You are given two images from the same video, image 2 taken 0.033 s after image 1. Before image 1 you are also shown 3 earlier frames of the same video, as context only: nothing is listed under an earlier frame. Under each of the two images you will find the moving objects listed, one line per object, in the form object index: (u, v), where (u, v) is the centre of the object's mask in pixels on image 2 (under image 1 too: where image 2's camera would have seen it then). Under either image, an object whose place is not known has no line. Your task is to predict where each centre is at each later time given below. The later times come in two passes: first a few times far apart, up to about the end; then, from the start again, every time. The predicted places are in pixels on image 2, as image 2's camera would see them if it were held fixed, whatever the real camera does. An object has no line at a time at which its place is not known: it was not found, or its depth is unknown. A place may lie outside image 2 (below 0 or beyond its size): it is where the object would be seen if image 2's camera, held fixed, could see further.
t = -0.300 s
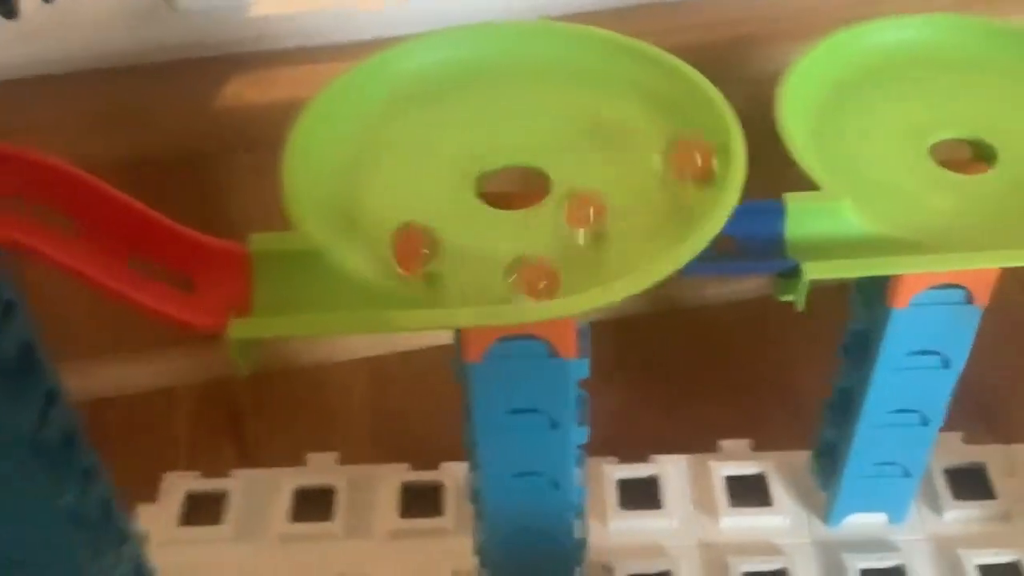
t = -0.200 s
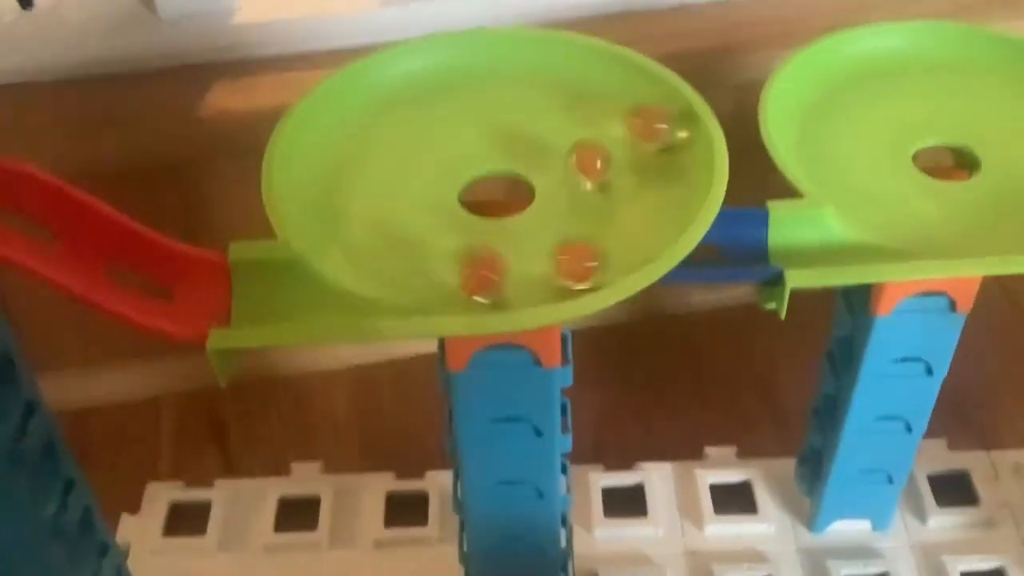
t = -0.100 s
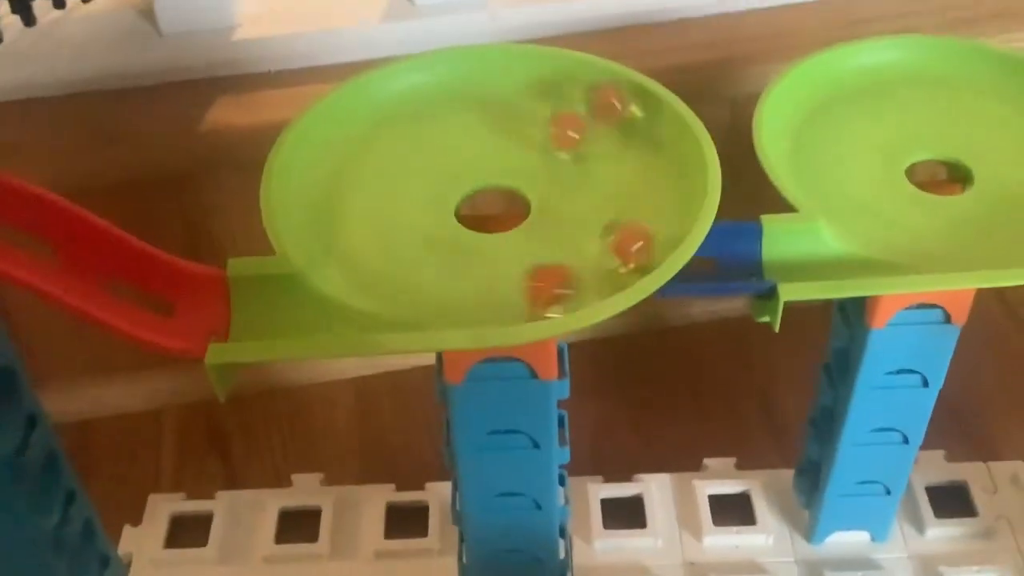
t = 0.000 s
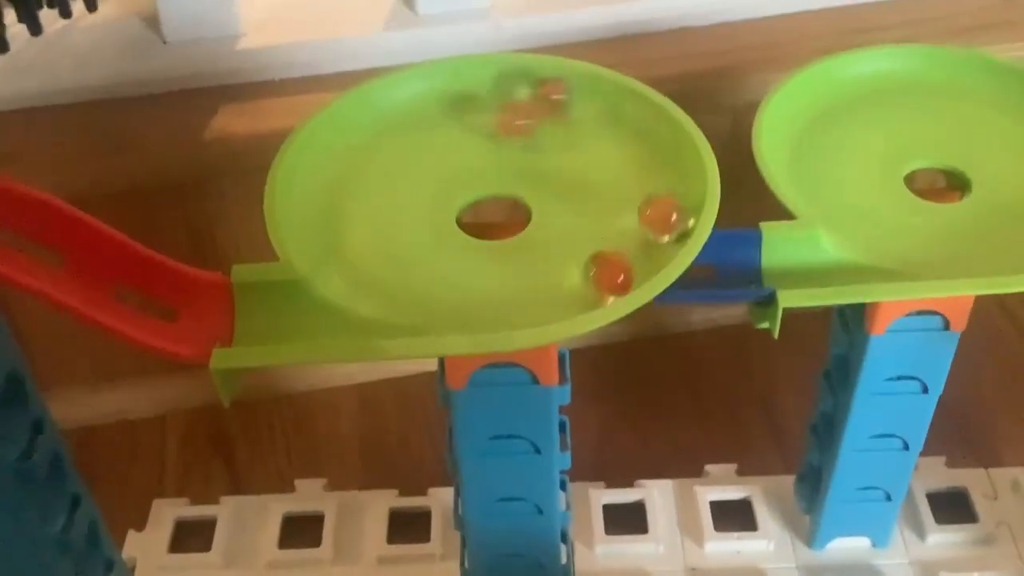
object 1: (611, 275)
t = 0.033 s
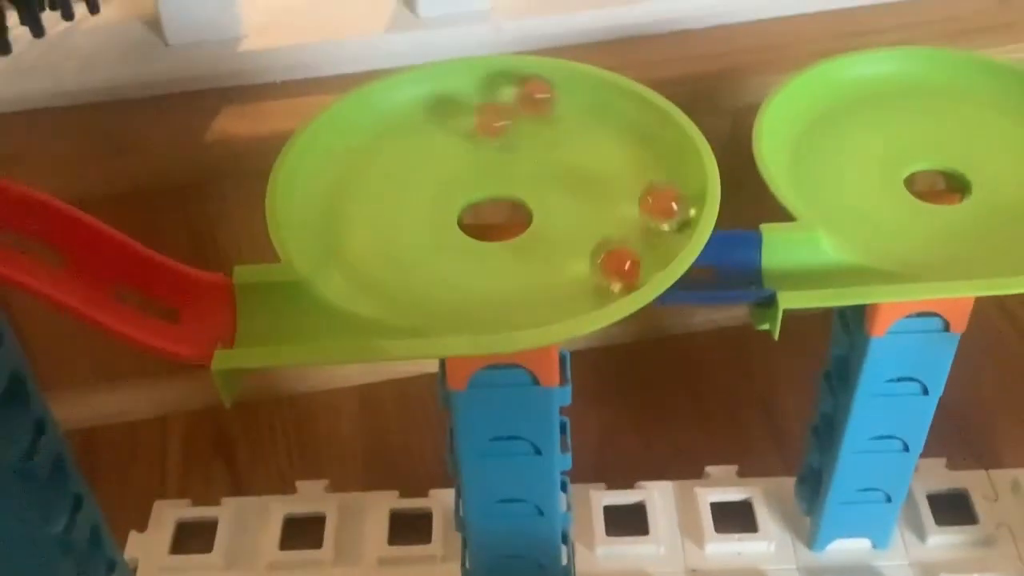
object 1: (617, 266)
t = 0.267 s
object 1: (621, 169)
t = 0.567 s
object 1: (520, 104)
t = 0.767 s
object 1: (451, 107)
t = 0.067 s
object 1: (621, 252)
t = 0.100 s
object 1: (623, 237)
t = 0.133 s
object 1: (626, 222)
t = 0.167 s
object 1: (629, 208)
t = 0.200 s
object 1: (626, 194)
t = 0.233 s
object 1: (626, 184)
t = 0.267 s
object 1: (621, 169)
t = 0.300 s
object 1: (609, 152)
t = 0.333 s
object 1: (599, 140)
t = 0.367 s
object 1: (589, 130)
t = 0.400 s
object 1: (577, 120)
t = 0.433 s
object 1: (569, 117)
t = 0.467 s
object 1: (562, 114)
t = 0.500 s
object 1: (548, 108)
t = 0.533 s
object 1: (534, 105)
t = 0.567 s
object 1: (520, 104)
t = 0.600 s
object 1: (508, 103)
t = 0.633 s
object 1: (496, 102)
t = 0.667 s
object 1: (482, 102)
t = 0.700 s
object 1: (470, 103)
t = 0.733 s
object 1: (462, 106)
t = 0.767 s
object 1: (451, 107)
